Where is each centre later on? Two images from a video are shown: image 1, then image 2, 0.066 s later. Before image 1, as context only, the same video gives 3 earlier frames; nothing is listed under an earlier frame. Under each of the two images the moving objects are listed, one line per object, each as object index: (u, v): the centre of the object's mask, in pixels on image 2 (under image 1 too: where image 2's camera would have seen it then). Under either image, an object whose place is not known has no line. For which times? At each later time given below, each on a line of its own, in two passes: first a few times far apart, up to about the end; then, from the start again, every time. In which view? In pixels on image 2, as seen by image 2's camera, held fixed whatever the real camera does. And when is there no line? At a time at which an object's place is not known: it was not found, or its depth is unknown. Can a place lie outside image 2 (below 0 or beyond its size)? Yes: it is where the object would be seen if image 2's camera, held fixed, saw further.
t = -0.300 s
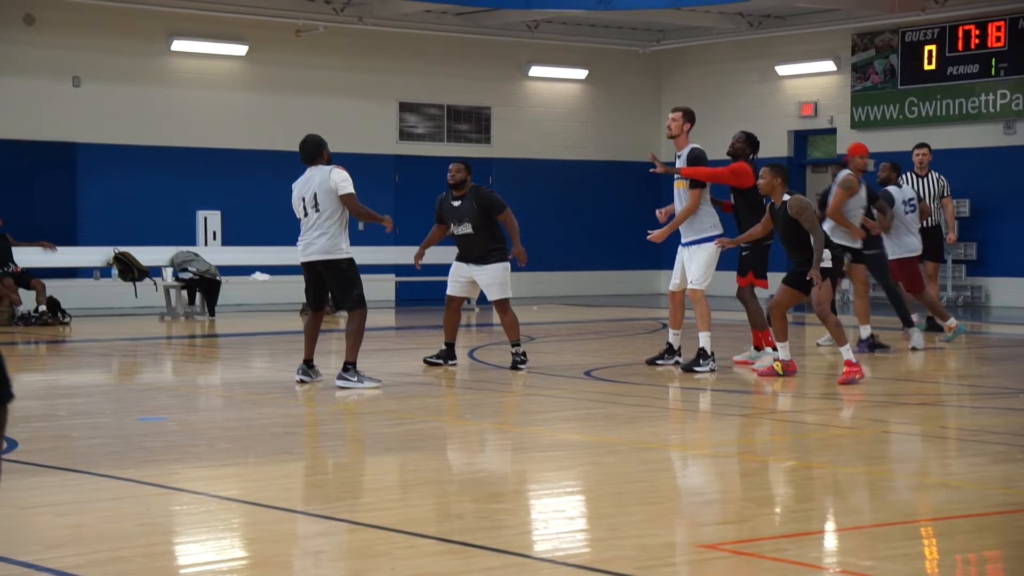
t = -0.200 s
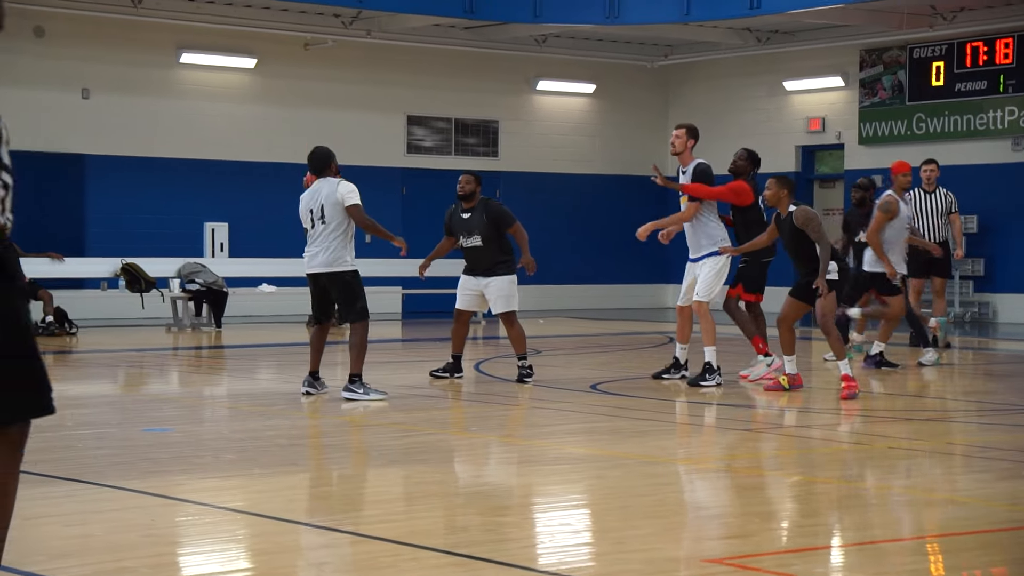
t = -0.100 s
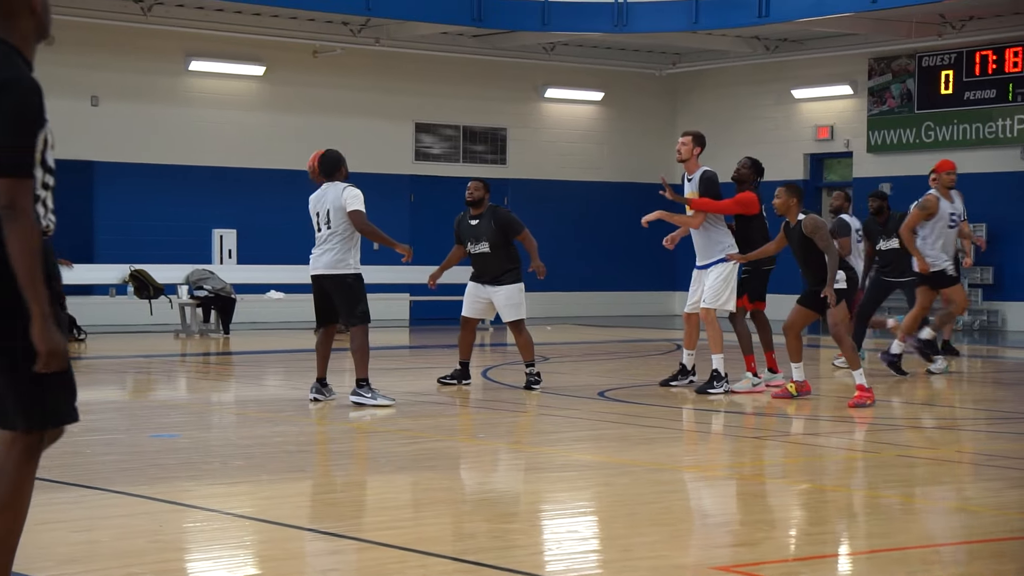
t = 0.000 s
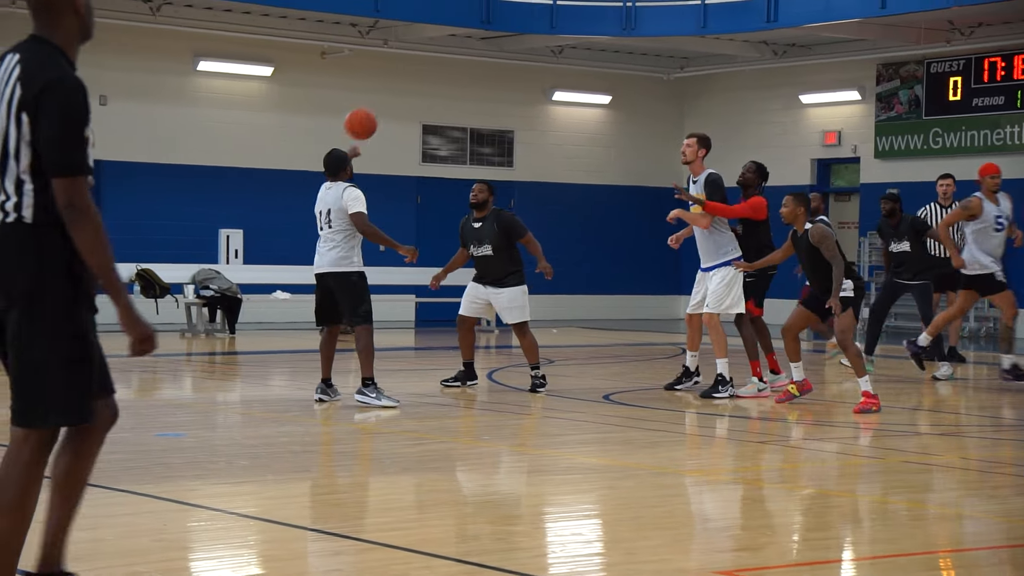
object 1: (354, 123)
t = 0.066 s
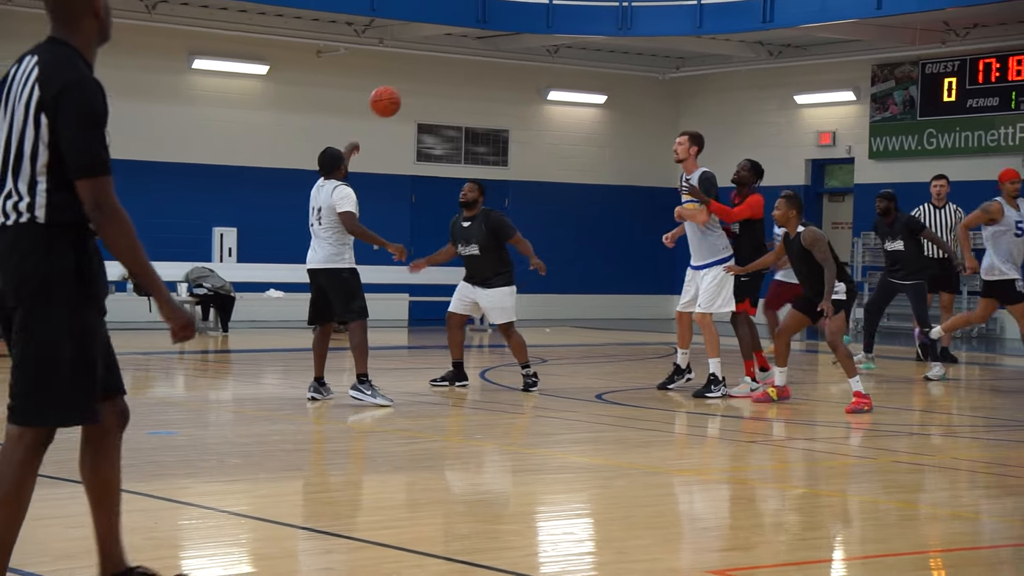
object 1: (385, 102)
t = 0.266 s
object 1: (462, 78)
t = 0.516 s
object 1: (542, 113)
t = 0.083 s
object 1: (392, 98)
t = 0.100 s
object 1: (399, 94)
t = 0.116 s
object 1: (405, 90)
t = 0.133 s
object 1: (412, 87)
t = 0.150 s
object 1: (419, 85)
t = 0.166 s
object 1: (425, 83)
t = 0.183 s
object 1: (431, 81)
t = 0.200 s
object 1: (438, 80)
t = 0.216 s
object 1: (444, 79)
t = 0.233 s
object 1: (450, 78)
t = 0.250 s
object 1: (456, 78)
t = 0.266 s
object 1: (462, 78)
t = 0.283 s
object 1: (469, 78)
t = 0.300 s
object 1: (475, 78)
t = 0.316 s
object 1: (480, 79)
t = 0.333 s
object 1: (486, 80)
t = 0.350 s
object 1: (492, 82)
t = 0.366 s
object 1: (497, 84)
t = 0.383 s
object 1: (502, 86)
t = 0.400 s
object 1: (507, 88)
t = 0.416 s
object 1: (513, 91)
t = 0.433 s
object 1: (517, 94)
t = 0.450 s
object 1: (523, 97)
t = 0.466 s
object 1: (528, 101)
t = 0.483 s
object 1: (533, 104)
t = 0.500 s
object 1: (537, 108)
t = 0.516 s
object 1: (542, 113)
